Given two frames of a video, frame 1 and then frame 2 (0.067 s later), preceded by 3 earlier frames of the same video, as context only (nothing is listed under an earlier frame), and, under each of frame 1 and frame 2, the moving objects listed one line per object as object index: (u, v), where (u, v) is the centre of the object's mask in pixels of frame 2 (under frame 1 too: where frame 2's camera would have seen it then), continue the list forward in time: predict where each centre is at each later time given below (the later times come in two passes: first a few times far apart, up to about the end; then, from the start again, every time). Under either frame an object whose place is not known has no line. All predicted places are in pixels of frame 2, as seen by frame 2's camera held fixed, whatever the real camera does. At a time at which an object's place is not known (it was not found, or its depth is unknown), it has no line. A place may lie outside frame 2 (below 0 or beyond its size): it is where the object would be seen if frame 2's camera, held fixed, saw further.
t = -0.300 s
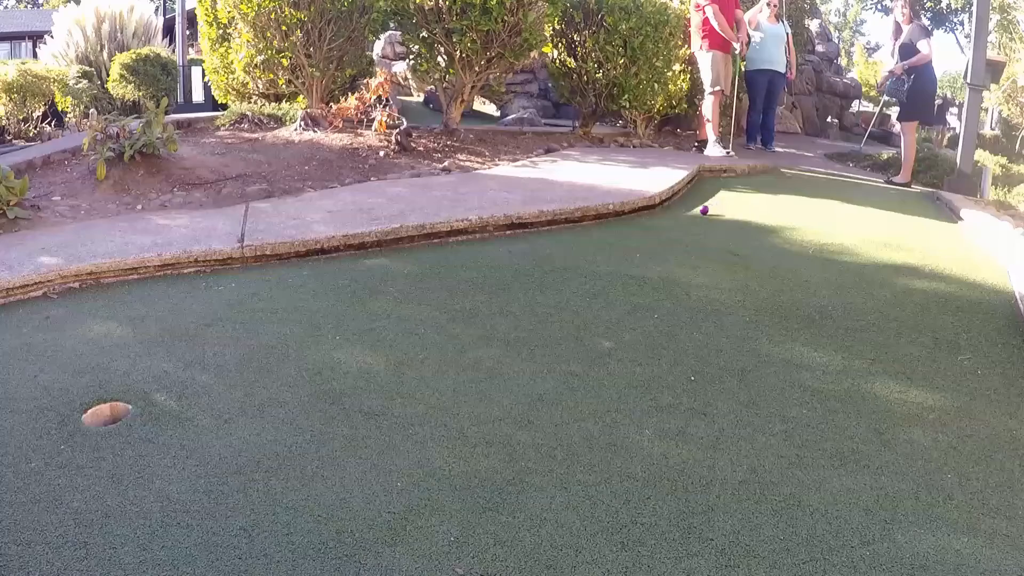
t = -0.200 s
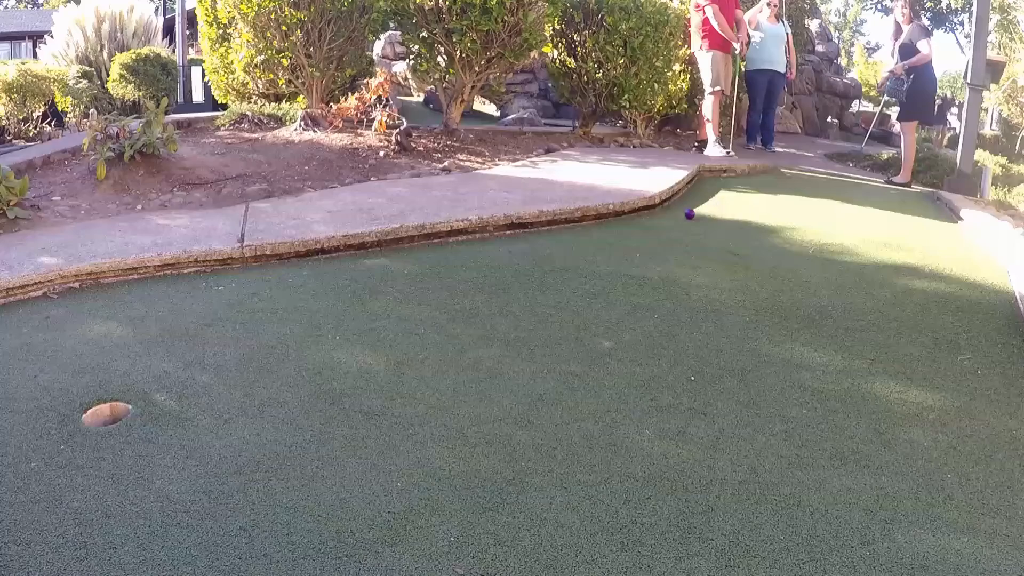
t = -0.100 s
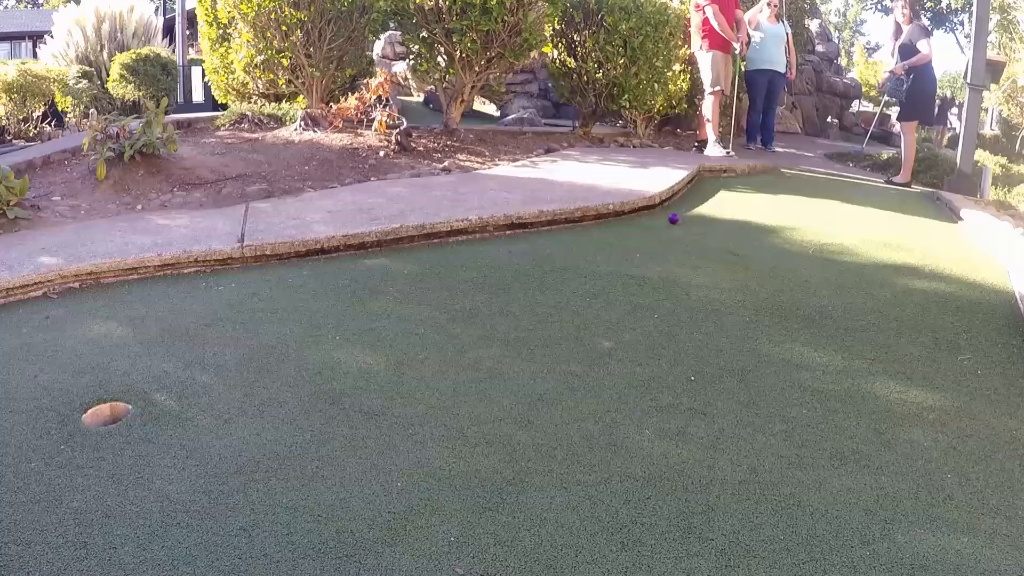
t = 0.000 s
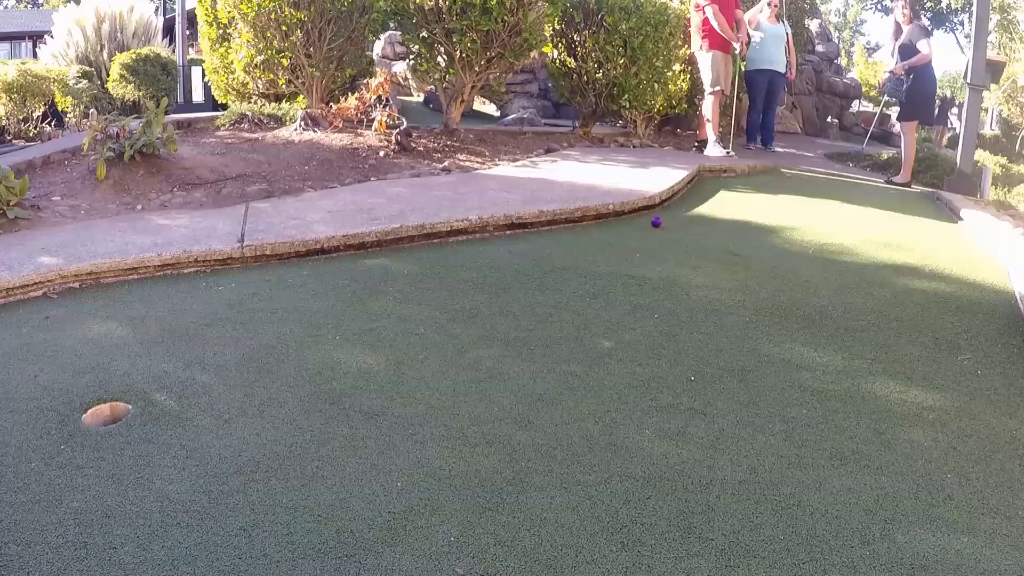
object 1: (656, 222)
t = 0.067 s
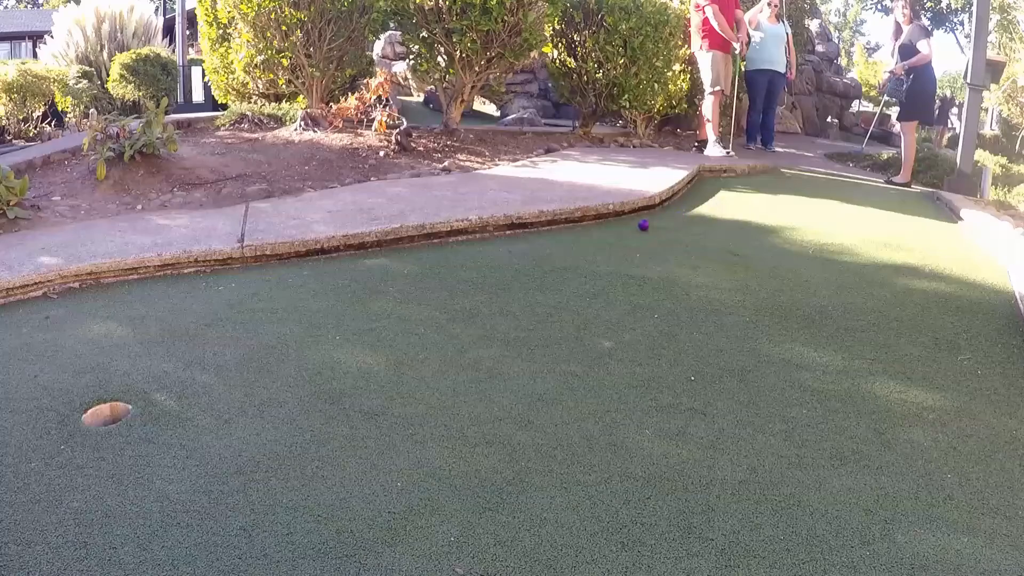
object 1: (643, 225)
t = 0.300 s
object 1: (598, 234)
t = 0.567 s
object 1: (537, 248)
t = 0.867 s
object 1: (452, 271)
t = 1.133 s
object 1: (355, 302)
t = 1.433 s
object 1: (228, 338)
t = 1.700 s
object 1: (107, 369)
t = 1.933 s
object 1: (7, 394)
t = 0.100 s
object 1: (637, 227)
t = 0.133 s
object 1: (631, 228)
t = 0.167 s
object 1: (624, 229)
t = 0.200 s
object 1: (618, 230)
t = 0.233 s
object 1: (612, 231)
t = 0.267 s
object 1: (604, 233)
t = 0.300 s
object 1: (598, 234)
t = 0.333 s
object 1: (591, 236)
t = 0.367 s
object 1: (583, 237)
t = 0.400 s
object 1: (577, 238)
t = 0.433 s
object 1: (569, 240)
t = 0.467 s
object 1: (561, 242)
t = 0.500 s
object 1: (554, 243)
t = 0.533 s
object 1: (546, 245)
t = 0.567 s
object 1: (537, 248)
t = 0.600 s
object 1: (529, 250)
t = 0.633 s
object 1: (520, 252)
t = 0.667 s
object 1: (511, 254)
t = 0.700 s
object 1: (502, 257)
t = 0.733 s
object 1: (493, 259)
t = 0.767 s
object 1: (483, 262)
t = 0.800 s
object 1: (473, 265)
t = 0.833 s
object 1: (462, 268)
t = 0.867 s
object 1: (452, 271)
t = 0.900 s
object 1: (441, 275)
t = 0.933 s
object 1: (429, 278)
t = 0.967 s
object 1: (418, 282)
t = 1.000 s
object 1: (406, 286)
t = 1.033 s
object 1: (393, 290)
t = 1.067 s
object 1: (381, 294)
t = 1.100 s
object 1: (368, 298)
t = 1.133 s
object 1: (355, 302)
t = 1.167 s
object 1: (341, 307)
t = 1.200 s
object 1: (327, 311)
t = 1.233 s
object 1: (313, 313)
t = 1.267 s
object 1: (300, 317)
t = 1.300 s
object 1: (285, 322)
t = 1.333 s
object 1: (271, 325)
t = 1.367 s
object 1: (257, 330)
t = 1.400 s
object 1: (242, 335)
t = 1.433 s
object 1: (228, 338)
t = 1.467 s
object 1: (213, 342)
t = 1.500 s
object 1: (197, 346)
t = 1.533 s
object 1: (182, 350)
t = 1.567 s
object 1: (167, 353)
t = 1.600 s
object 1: (151, 357)
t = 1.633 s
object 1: (137, 362)
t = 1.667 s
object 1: (122, 364)
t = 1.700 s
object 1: (107, 369)
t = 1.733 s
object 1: (92, 372)
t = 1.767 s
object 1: (78, 376)
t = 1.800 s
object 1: (62, 379)
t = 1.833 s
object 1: (48, 384)
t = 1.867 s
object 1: (34, 387)
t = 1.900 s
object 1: (19, 391)
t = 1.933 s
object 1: (7, 394)
